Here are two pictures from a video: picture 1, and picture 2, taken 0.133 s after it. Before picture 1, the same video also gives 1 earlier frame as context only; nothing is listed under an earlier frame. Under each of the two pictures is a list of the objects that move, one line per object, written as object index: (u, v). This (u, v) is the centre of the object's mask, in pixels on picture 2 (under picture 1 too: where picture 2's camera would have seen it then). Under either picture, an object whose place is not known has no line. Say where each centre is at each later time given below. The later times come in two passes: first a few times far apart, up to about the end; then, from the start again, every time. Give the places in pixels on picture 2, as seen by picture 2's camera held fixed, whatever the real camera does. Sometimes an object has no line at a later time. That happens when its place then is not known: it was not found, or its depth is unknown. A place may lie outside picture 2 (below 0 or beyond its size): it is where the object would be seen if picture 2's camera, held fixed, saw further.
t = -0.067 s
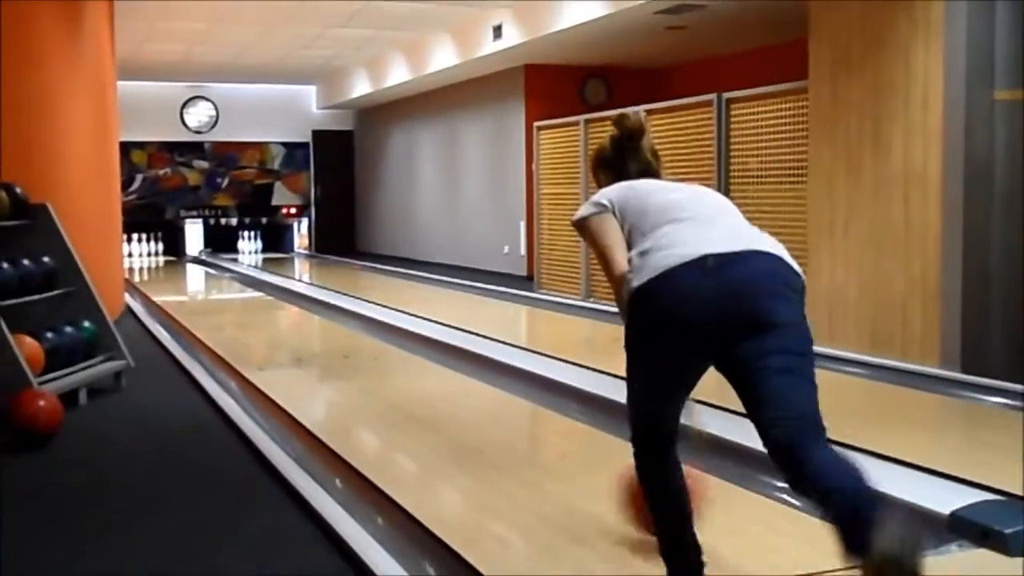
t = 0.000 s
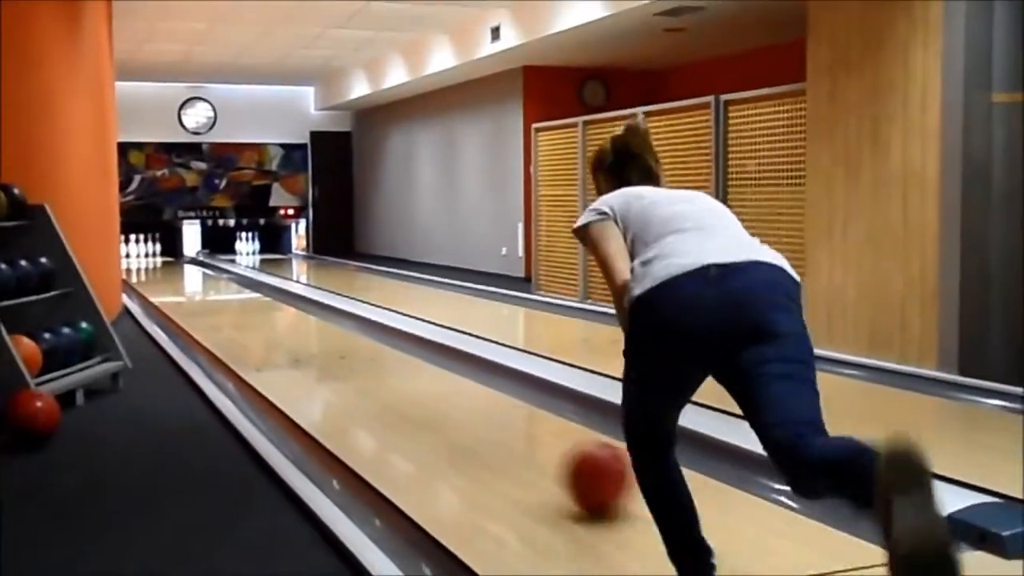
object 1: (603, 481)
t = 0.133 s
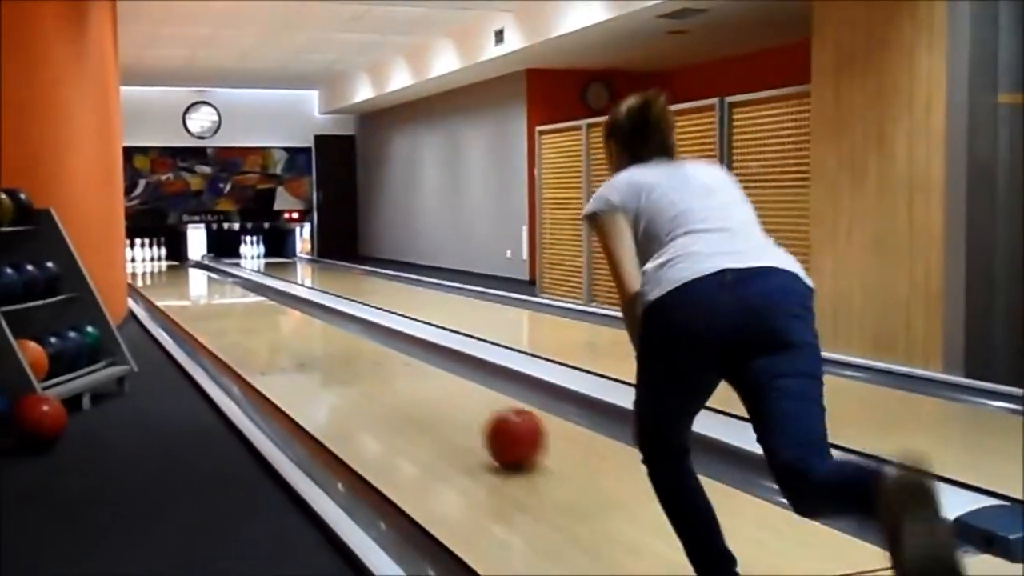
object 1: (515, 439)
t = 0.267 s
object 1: (451, 408)
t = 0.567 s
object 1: (357, 362)
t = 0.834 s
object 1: (304, 338)
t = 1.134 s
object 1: (262, 318)
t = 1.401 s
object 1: (235, 305)
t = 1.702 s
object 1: (212, 294)
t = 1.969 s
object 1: (194, 287)
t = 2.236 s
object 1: (180, 282)
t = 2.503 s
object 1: (169, 276)
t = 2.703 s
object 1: (159, 274)
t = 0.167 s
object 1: (497, 430)
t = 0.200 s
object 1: (480, 421)
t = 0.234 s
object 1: (466, 414)
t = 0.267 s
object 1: (451, 408)
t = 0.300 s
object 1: (438, 401)
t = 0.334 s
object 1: (425, 395)
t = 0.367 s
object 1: (413, 389)
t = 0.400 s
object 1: (403, 384)
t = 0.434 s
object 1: (392, 379)
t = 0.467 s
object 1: (382, 375)
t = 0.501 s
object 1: (374, 370)
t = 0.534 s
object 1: (364, 366)
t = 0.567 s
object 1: (357, 362)
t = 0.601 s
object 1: (350, 359)
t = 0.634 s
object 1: (341, 356)
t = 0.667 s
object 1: (334, 352)
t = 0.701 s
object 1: (328, 349)
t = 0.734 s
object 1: (321, 346)
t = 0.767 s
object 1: (315, 343)
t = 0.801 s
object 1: (309, 340)
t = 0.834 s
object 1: (304, 338)
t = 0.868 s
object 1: (298, 336)
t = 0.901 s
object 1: (293, 334)
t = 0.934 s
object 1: (288, 330)
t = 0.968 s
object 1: (283, 327)
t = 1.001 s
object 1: (278, 325)
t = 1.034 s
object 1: (274, 323)
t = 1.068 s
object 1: (270, 321)
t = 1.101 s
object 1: (265, 319)
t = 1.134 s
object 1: (262, 318)
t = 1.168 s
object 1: (258, 316)
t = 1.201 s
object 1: (255, 314)
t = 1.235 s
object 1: (251, 313)
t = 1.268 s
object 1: (248, 311)
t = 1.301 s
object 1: (244, 310)
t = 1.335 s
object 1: (241, 308)
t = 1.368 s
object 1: (238, 307)
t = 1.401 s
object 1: (235, 305)
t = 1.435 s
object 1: (232, 304)
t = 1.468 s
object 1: (229, 302)
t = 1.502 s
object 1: (226, 302)
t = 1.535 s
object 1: (224, 301)
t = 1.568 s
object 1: (221, 299)
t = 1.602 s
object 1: (218, 298)
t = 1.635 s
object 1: (216, 297)
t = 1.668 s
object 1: (214, 295)
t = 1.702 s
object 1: (212, 294)
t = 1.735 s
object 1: (209, 293)
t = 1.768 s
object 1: (207, 293)
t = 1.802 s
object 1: (205, 292)
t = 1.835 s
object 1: (203, 291)
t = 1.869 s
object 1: (201, 290)
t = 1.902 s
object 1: (199, 289)
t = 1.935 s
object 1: (197, 288)
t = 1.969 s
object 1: (194, 287)
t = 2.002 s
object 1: (192, 286)
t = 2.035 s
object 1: (190, 285)
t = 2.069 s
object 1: (188, 285)
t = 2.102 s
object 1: (186, 284)
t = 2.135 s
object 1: (185, 283)
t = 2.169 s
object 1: (183, 283)
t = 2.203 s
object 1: (182, 282)
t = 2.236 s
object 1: (180, 282)
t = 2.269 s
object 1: (179, 280)
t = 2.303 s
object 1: (178, 276)
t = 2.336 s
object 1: (177, 277)
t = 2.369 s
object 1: (175, 277)
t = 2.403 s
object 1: (174, 277)
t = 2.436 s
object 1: (174, 277)
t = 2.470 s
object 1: (172, 277)
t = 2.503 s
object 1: (169, 276)
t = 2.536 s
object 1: (167, 276)
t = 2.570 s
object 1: (166, 275)
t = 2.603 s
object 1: (165, 275)
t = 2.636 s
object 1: (165, 274)
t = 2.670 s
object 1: (162, 274)
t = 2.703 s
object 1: (159, 274)
